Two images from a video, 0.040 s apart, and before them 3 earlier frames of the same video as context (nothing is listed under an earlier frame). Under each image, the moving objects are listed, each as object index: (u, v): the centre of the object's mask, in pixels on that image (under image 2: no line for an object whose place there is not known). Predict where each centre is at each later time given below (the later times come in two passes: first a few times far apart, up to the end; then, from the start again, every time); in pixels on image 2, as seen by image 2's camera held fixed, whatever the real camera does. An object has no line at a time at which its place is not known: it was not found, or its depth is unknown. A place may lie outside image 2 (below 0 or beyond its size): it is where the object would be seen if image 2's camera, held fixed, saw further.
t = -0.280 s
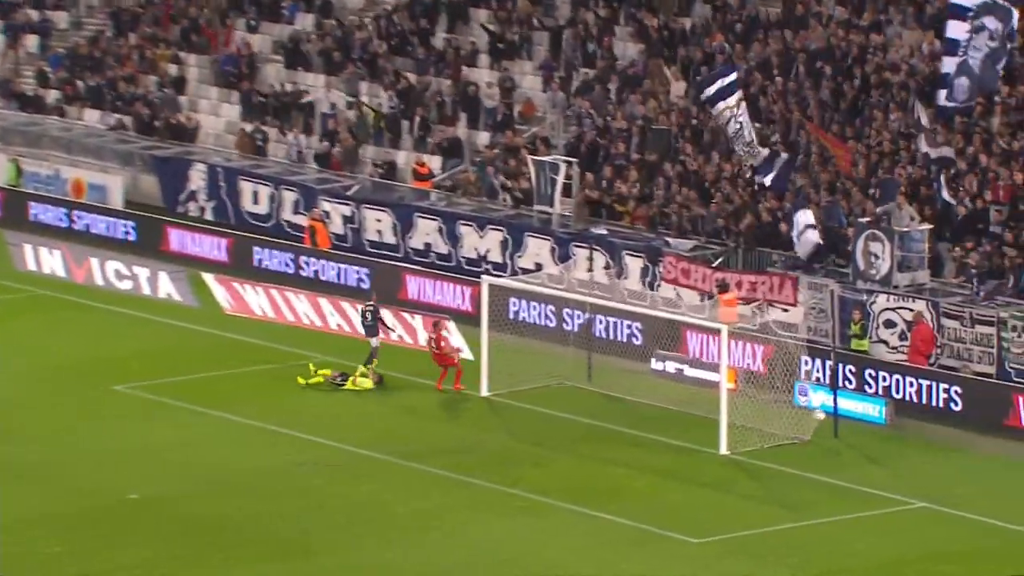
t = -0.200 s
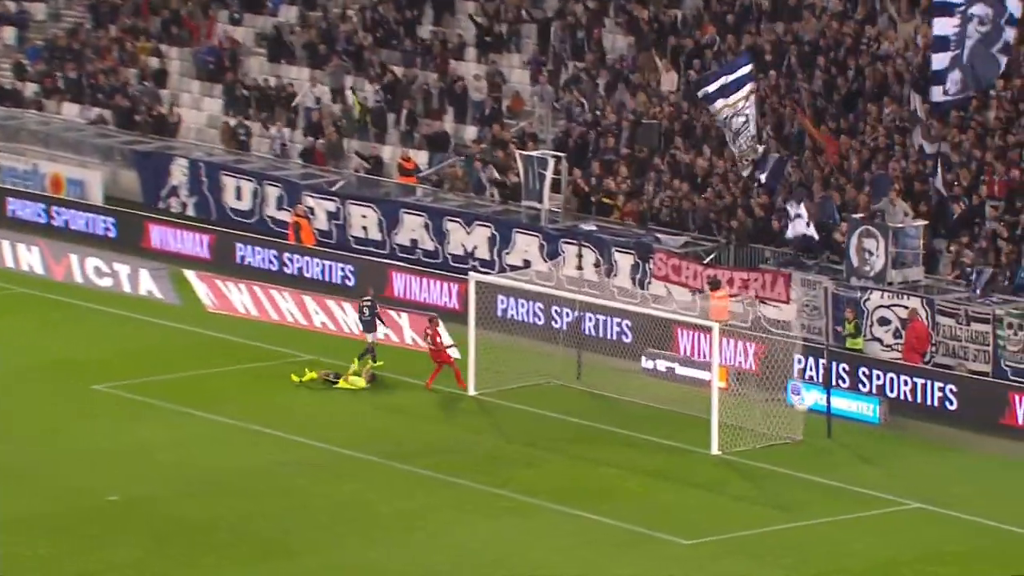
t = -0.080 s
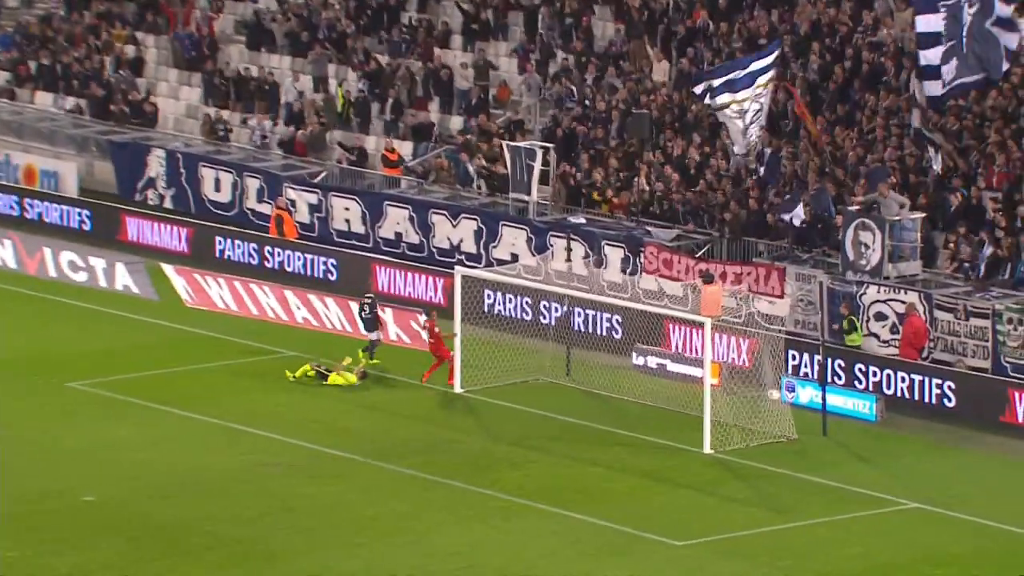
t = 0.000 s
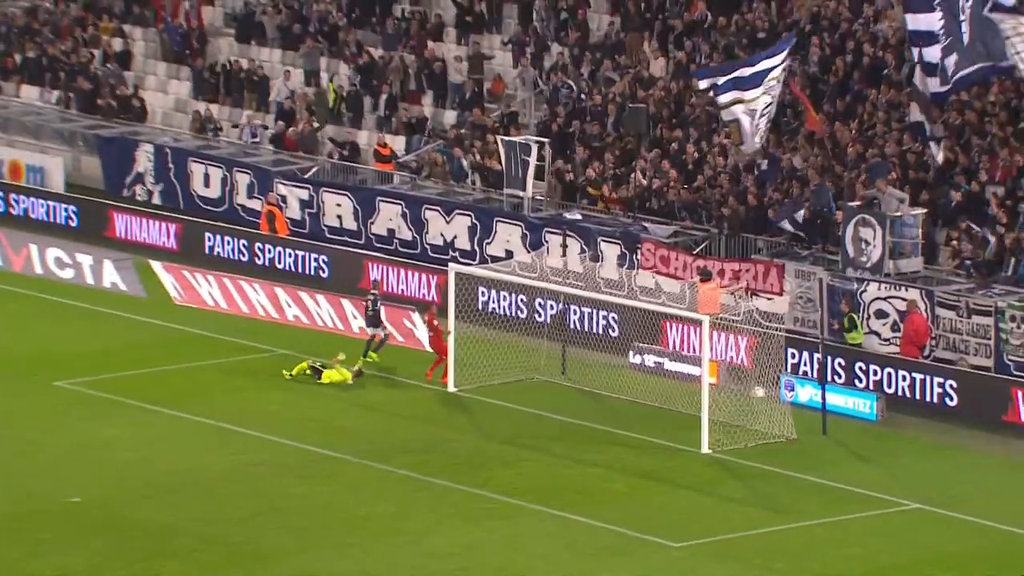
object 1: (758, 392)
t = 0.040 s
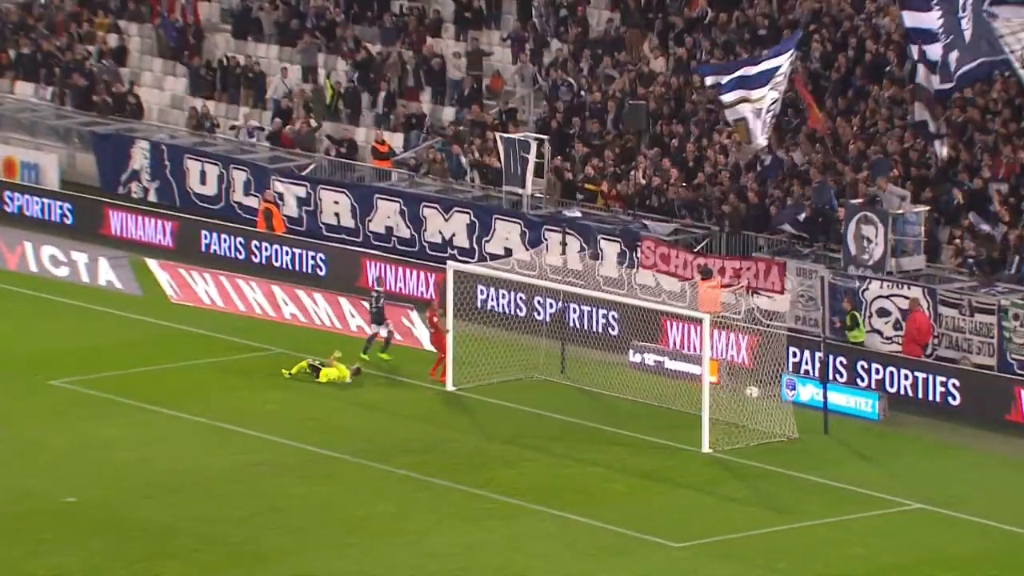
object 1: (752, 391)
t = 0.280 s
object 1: (712, 411)
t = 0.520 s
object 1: (678, 410)
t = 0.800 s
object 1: (650, 413)
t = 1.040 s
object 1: (633, 414)
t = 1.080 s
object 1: (631, 414)
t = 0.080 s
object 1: (745, 392)
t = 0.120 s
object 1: (737, 395)
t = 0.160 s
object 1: (730, 397)
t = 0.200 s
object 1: (723, 401)
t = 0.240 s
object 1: (716, 405)
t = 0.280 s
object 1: (712, 411)
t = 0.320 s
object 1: (698, 416)
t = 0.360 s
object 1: (695, 423)
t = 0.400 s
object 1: (690, 421)
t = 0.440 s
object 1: (686, 416)
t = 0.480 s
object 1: (682, 413)
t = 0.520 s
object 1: (678, 410)
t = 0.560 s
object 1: (673, 408)
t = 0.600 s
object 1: (670, 407)
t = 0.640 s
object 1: (665, 407)
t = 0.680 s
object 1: (661, 407)
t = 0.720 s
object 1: (658, 408)
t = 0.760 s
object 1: (654, 411)
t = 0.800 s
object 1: (650, 413)
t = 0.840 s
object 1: (646, 417)
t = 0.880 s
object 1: (642, 421)
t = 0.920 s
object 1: (640, 418)
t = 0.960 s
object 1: (638, 416)
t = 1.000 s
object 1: (635, 415)
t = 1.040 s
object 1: (633, 414)
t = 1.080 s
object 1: (631, 414)
